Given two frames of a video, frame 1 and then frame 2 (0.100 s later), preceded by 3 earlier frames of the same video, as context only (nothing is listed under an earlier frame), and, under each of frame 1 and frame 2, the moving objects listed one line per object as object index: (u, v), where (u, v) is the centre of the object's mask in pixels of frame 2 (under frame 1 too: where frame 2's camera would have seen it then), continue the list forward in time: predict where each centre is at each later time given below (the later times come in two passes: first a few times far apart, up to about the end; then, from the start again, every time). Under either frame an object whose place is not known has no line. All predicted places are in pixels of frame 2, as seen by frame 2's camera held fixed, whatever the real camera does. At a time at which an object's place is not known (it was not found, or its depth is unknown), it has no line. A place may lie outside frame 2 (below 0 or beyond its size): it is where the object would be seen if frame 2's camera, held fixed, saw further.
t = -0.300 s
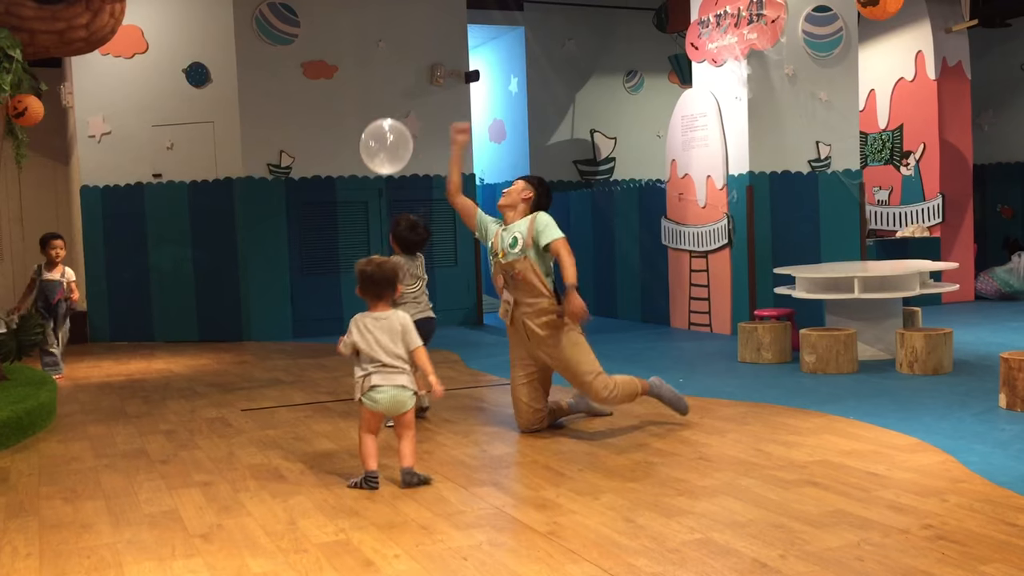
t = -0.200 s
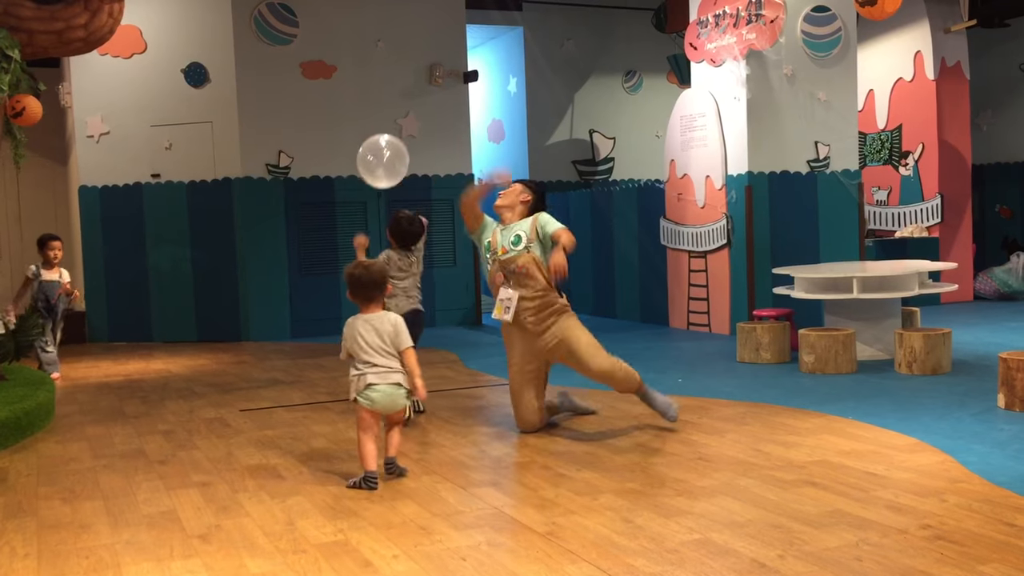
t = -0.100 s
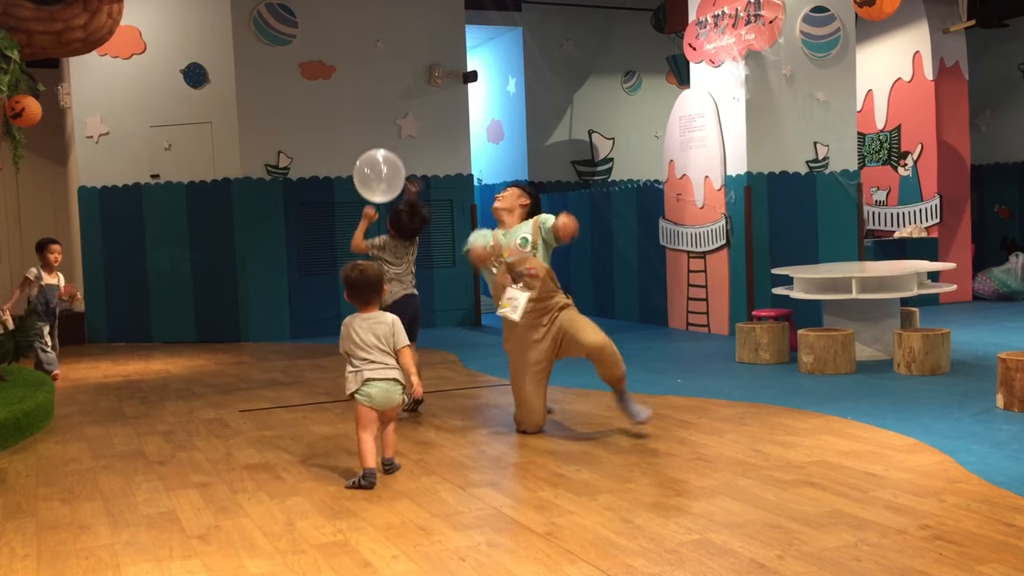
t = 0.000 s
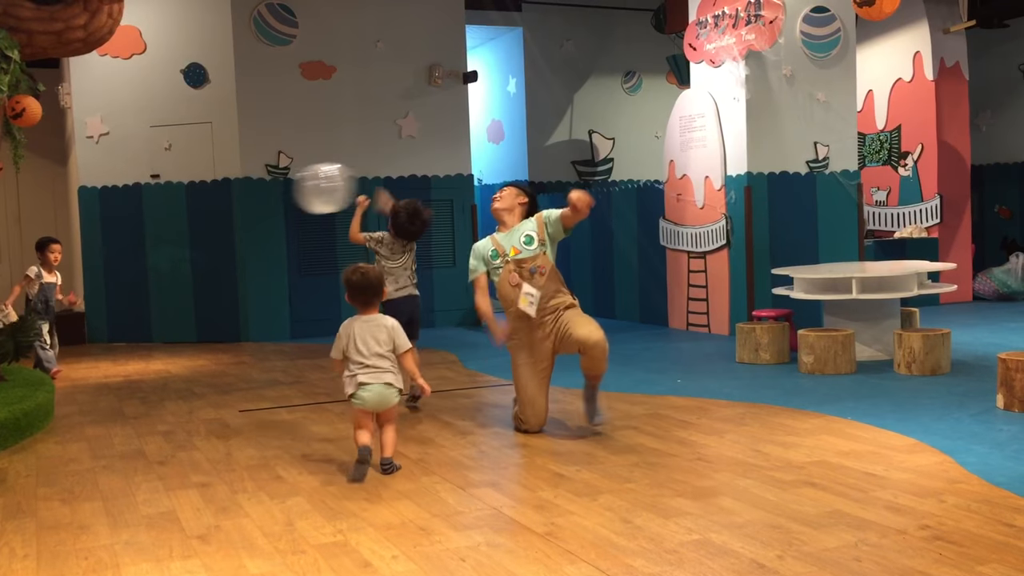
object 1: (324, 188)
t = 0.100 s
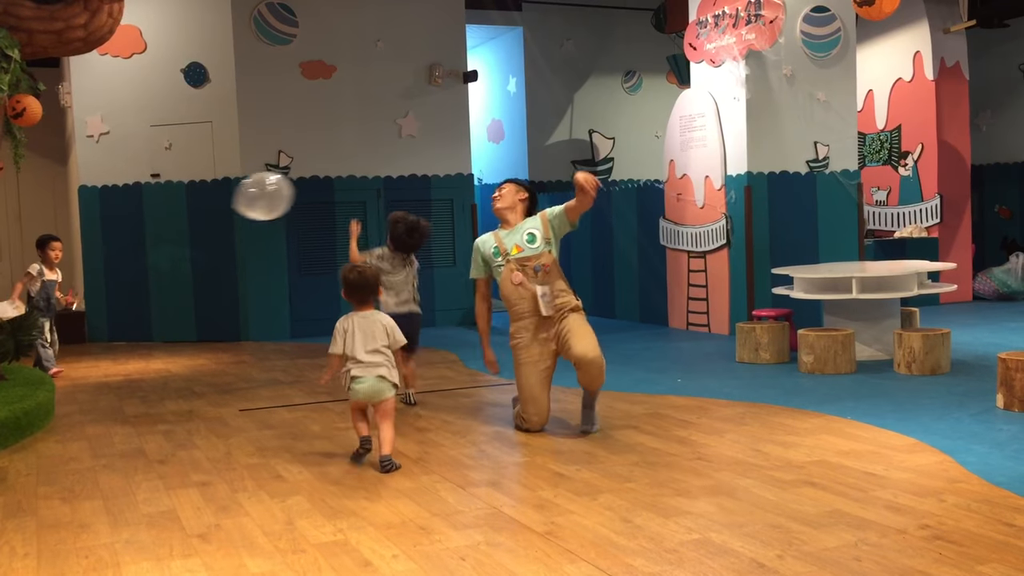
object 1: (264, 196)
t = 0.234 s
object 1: (221, 200)
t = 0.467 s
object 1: (210, 202)
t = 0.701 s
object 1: (210, 218)
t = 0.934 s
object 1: (206, 243)
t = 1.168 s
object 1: (198, 270)
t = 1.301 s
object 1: (195, 287)
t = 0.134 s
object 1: (249, 198)
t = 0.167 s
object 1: (237, 199)
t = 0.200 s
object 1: (228, 200)
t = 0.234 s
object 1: (221, 200)
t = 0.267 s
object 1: (216, 199)
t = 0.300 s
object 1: (213, 199)
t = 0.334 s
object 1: (212, 199)
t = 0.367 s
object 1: (211, 200)
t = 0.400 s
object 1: (210, 200)
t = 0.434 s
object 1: (210, 201)
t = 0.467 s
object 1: (210, 202)
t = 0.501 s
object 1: (210, 204)
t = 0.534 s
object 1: (211, 206)
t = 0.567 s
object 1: (211, 208)
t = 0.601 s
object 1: (211, 210)
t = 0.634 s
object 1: (211, 213)
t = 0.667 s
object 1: (210, 216)
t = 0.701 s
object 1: (210, 218)
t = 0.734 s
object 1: (210, 222)
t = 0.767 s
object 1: (210, 225)
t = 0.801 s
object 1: (209, 228)
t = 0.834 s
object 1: (208, 232)
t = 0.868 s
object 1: (207, 235)
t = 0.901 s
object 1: (207, 239)
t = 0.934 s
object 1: (206, 243)
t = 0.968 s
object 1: (204, 246)
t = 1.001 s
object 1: (203, 250)
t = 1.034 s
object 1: (202, 254)
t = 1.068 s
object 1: (201, 258)
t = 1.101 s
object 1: (200, 262)
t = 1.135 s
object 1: (199, 266)
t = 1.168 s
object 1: (198, 270)
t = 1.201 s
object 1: (197, 274)
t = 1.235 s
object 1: (197, 278)
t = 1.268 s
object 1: (196, 282)
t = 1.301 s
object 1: (195, 287)
